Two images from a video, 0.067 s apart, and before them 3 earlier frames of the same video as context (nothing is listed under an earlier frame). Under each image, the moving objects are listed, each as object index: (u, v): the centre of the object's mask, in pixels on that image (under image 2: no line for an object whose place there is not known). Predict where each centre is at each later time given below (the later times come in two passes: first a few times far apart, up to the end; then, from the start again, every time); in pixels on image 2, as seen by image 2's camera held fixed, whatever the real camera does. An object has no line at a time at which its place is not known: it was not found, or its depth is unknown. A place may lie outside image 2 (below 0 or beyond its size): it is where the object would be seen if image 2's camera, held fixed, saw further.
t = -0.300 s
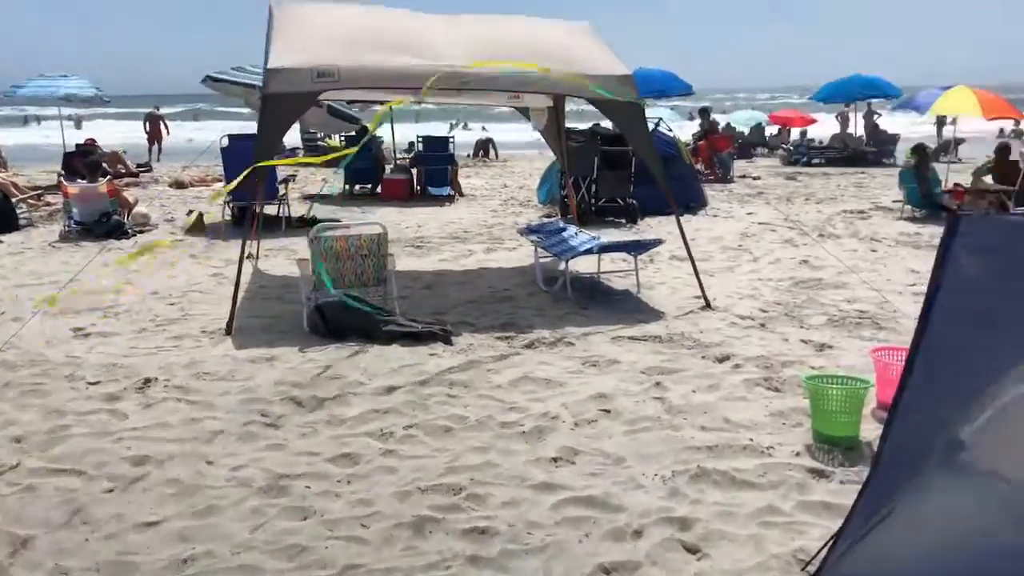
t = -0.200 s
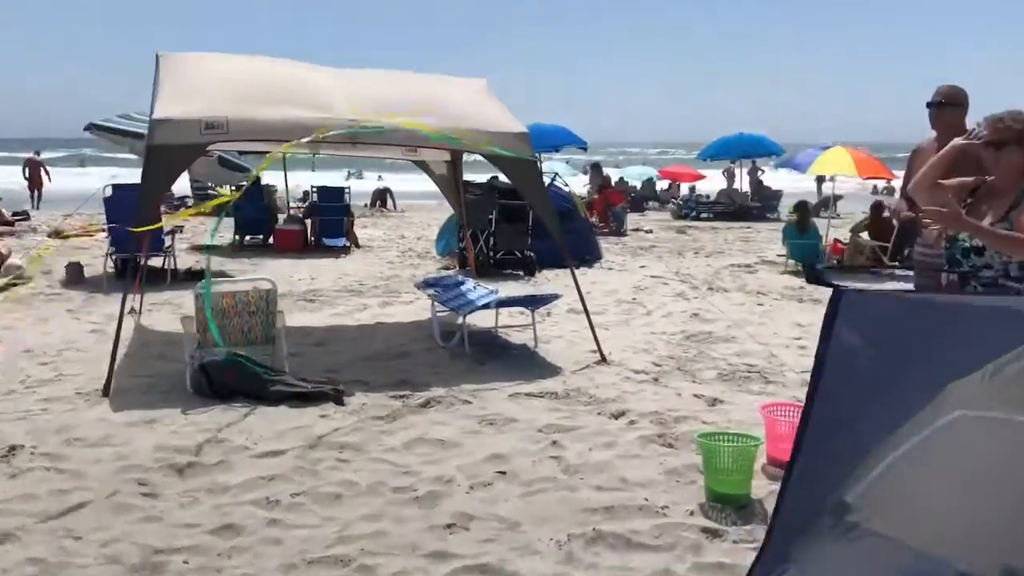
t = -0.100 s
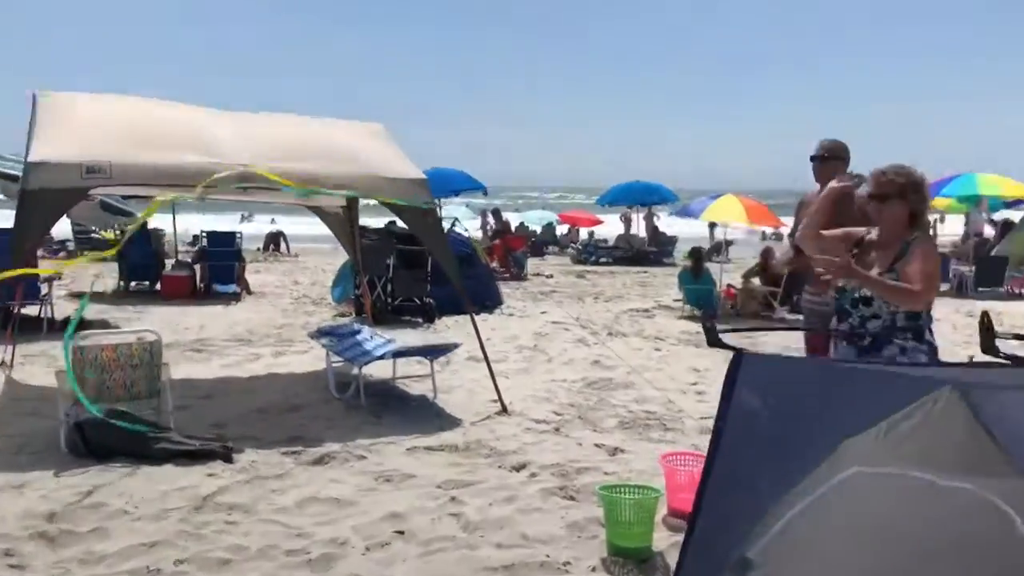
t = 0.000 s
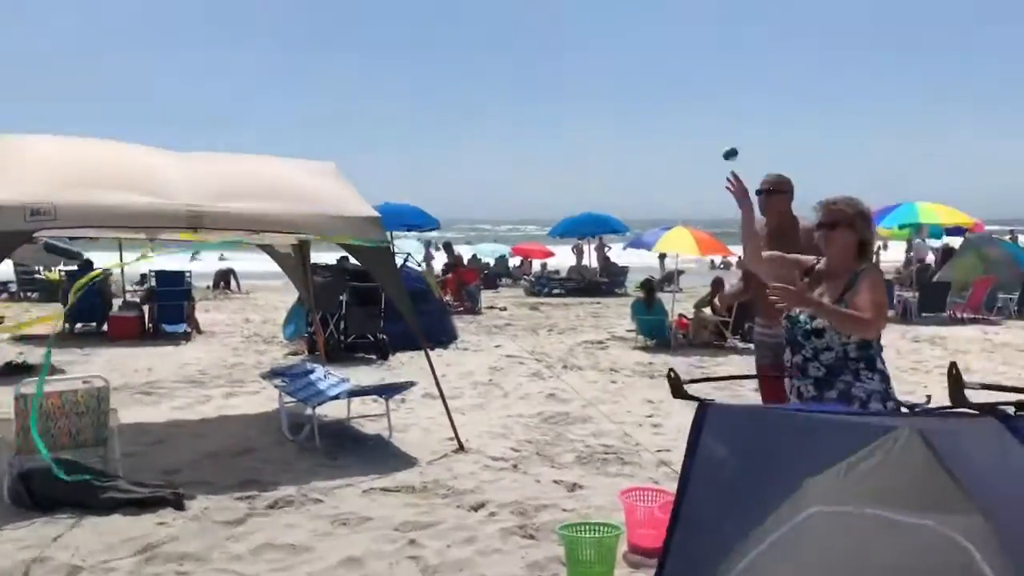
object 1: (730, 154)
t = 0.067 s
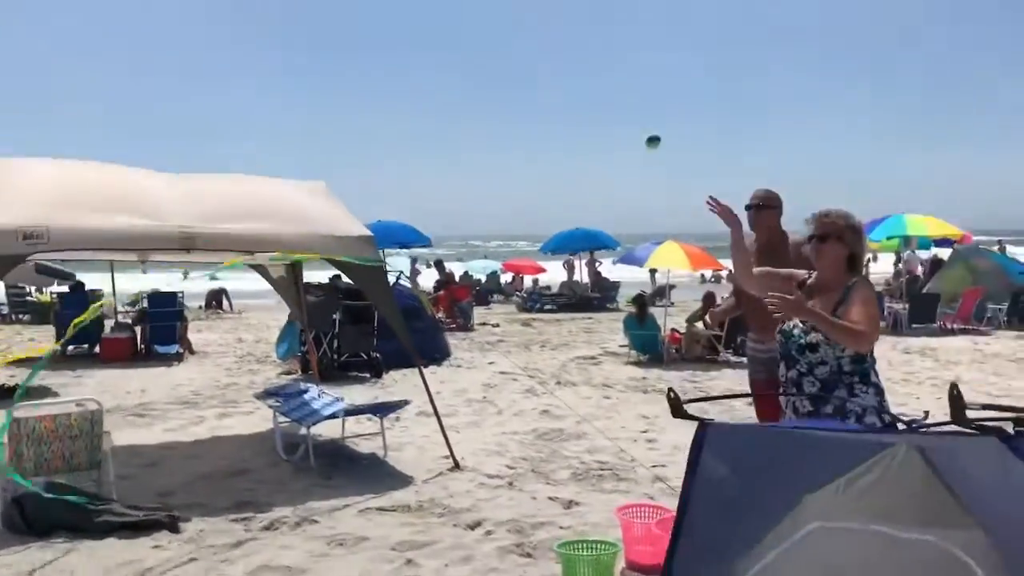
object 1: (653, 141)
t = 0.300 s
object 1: (372, 120)
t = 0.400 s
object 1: (219, 159)
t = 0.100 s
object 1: (618, 131)
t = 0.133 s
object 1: (581, 123)
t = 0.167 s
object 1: (542, 117)
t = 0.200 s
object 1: (503, 113)
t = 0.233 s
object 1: (461, 113)
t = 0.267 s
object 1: (418, 115)
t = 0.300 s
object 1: (372, 120)
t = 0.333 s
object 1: (323, 130)
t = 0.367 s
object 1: (273, 143)
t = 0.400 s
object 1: (219, 159)
